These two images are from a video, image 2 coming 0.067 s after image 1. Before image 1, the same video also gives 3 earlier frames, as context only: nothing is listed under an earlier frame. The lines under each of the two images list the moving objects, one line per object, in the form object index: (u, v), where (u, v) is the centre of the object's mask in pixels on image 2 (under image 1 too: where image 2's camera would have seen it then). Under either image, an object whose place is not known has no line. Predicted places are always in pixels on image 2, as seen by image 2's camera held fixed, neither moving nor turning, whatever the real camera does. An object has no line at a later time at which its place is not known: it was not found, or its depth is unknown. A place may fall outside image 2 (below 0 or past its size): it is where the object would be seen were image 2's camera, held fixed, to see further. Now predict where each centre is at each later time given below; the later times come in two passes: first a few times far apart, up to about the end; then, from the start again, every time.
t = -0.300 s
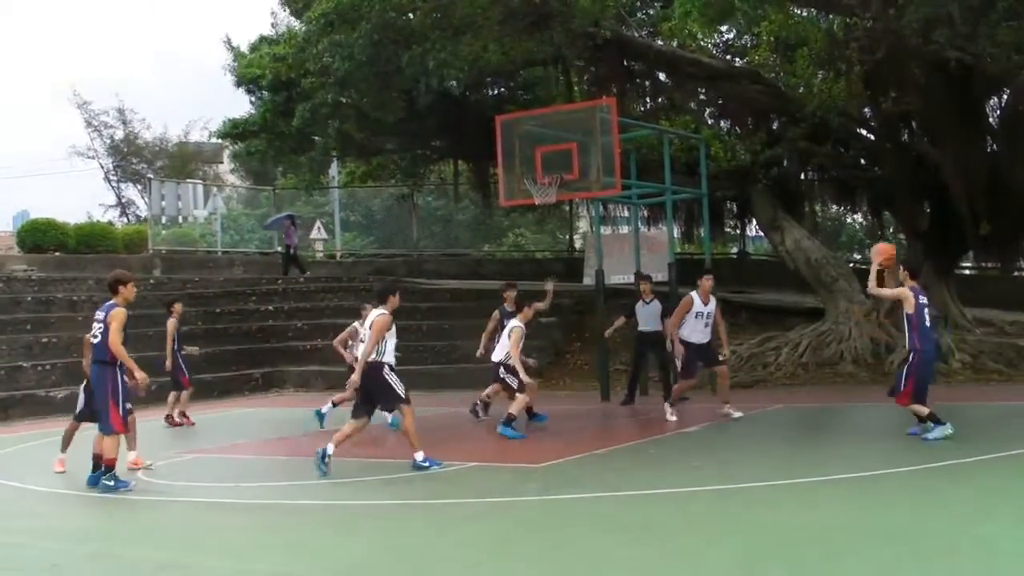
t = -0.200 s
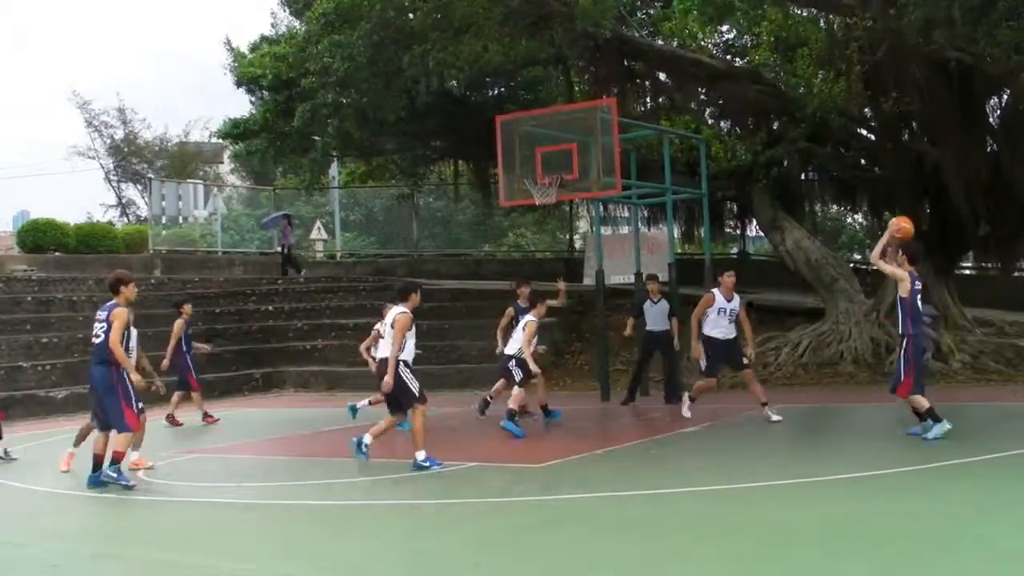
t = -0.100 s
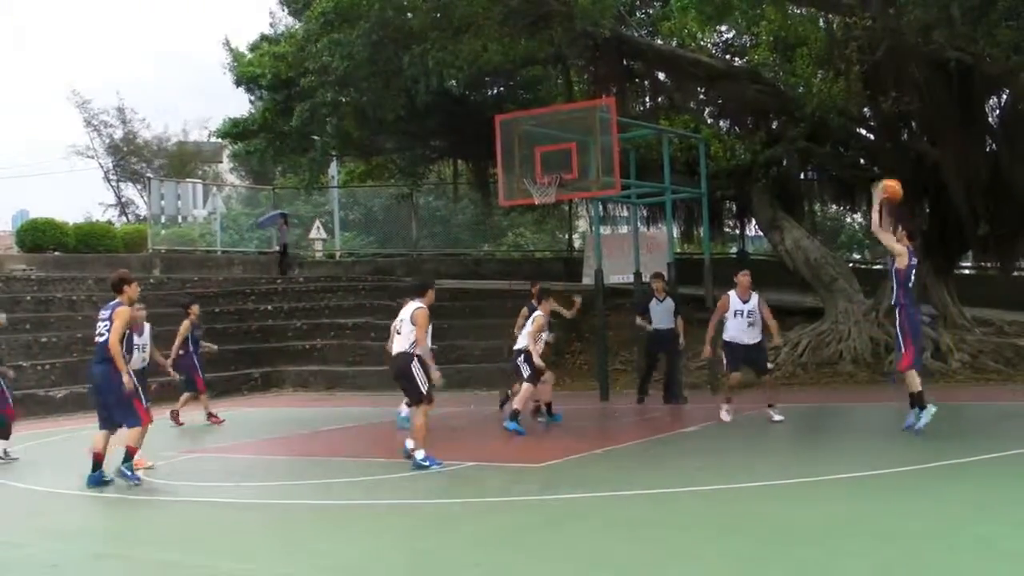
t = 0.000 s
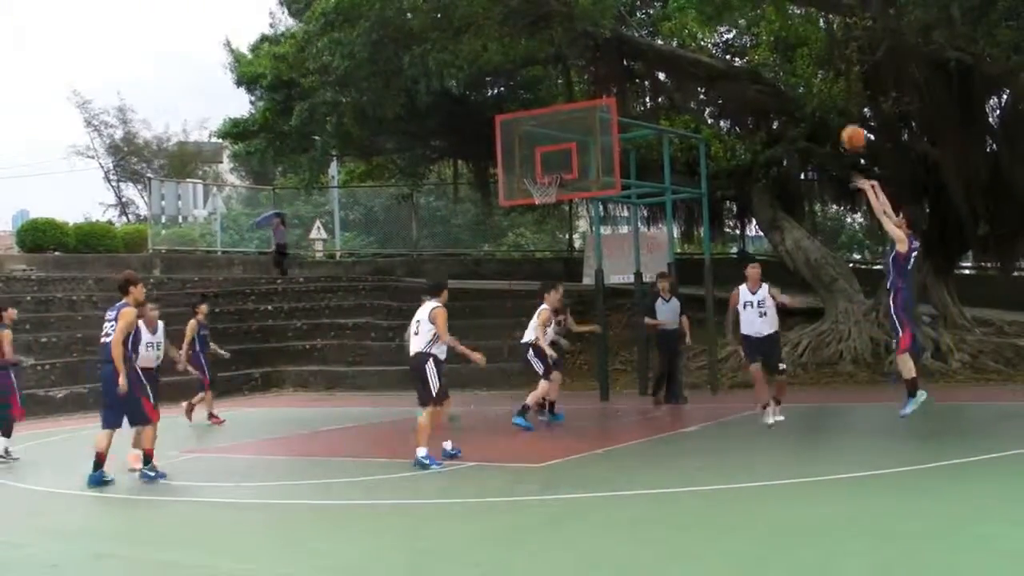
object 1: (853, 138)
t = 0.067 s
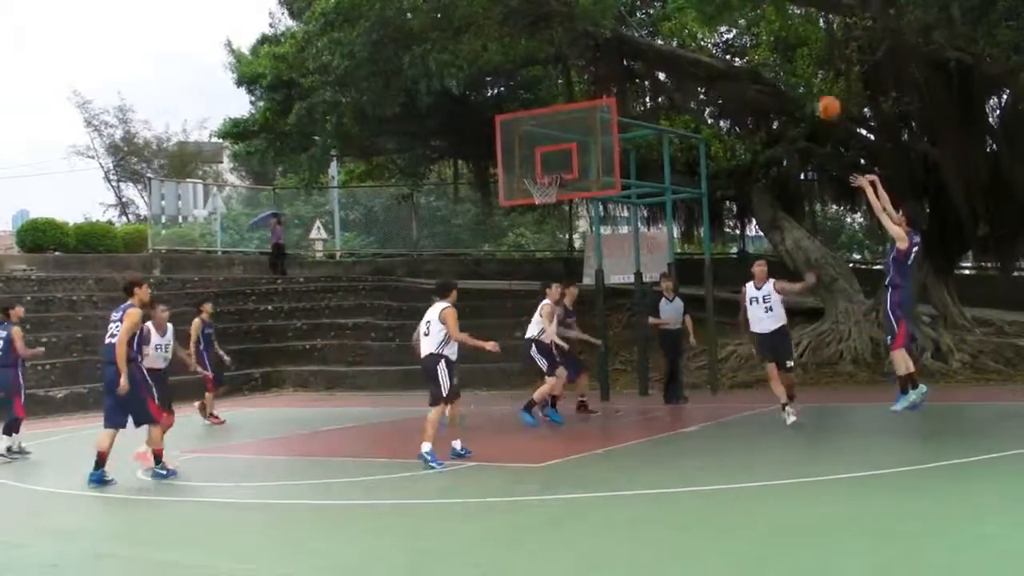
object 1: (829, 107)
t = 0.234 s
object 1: (772, 58)
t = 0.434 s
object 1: (716, 36)
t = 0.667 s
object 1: (660, 47)
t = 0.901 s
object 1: (620, 101)
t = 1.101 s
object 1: (582, 157)
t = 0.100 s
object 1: (816, 93)
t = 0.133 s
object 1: (804, 84)
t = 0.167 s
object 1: (792, 76)
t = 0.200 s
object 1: (783, 63)
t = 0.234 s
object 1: (772, 58)
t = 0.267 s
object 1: (762, 52)
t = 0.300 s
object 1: (751, 45)
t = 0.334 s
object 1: (744, 45)
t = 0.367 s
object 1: (739, 42)
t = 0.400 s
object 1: (725, 35)
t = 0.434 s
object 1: (716, 36)
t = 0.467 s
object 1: (707, 35)
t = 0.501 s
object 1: (701, 33)
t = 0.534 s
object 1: (689, 35)
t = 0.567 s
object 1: (685, 35)
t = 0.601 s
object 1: (677, 39)
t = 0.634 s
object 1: (668, 42)
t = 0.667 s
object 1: (660, 47)
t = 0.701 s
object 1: (657, 51)
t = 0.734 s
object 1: (648, 59)
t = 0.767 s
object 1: (641, 66)
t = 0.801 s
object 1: (635, 73)
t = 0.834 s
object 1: (629, 82)
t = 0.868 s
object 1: (624, 92)
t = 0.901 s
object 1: (620, 101)
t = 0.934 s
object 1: (615, 107)
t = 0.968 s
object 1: (606, 120)
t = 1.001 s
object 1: (602, 133)
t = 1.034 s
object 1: (596, 140)
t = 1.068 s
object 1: (590, 147)
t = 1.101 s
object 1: (582, 157)
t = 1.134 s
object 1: (578, 166)
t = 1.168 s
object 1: (568, 175)
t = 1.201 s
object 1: (565, 185)
